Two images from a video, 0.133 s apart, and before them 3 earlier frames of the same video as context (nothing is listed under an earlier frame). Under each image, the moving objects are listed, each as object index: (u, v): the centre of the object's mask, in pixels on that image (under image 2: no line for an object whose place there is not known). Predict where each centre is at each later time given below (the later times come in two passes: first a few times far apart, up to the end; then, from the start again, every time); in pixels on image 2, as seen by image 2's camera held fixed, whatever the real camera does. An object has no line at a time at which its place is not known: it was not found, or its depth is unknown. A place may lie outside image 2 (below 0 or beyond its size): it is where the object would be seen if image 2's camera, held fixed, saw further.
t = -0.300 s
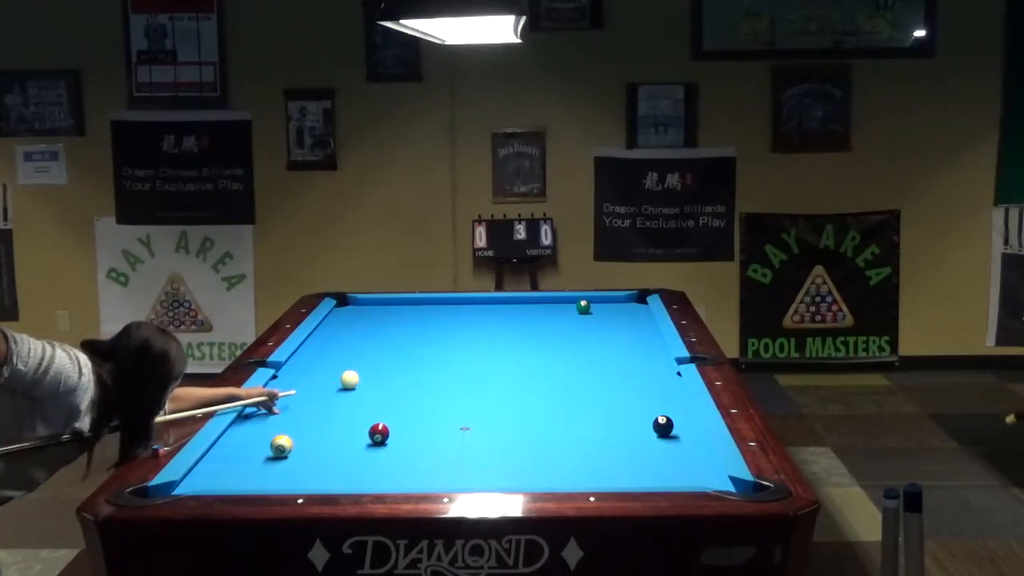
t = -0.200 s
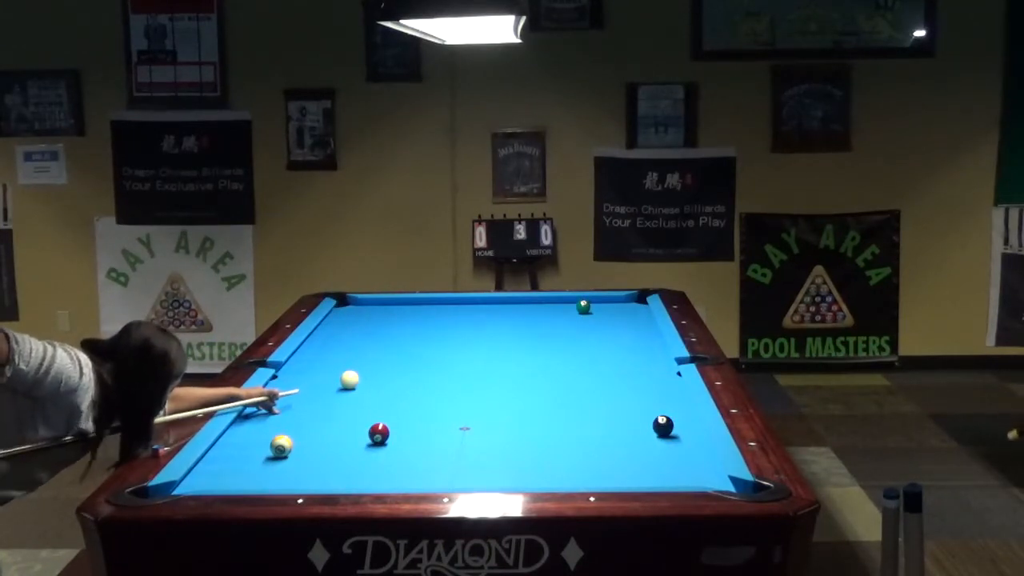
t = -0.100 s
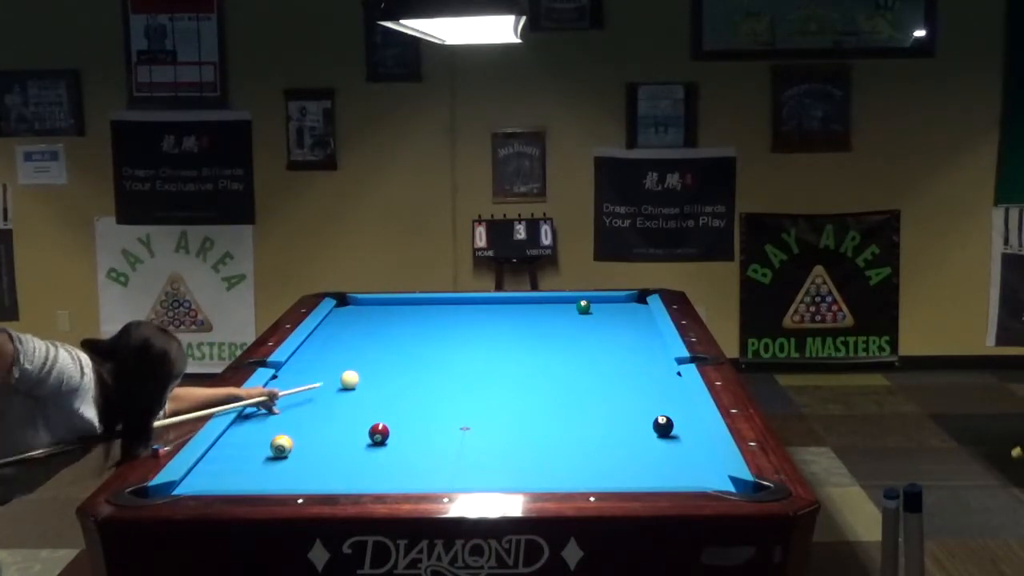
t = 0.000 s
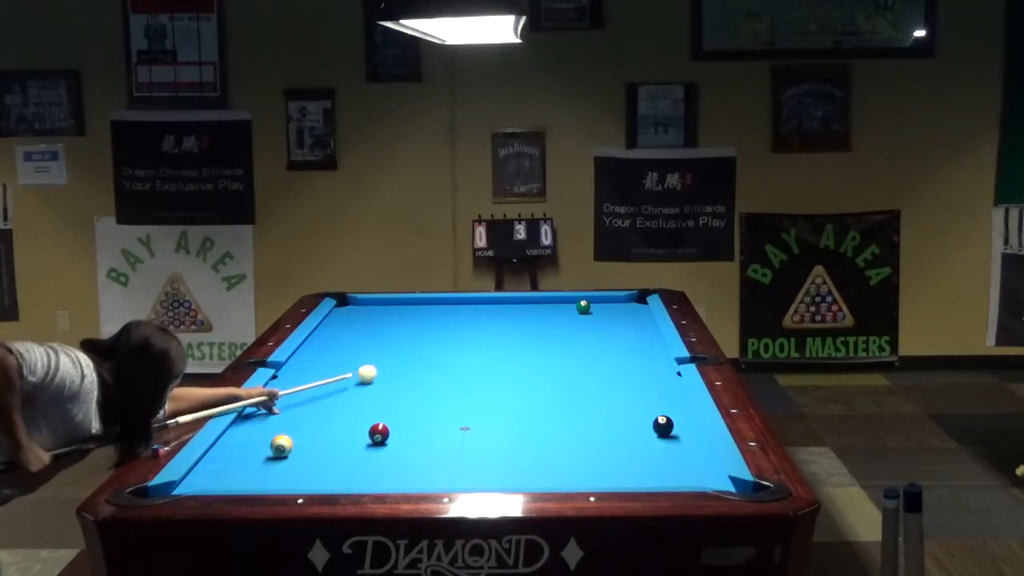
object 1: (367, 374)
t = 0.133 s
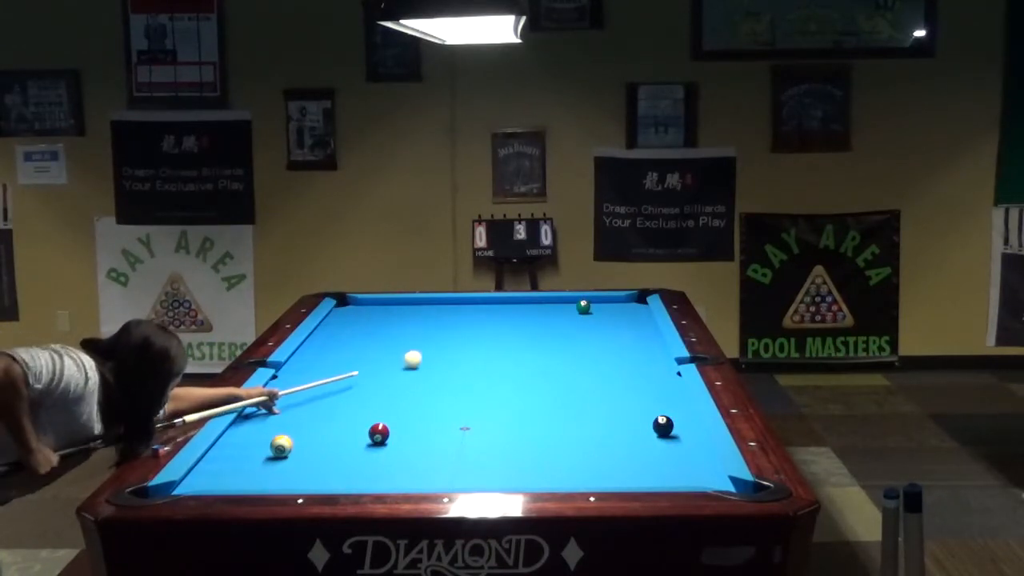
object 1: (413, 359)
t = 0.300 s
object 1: (463, 343)
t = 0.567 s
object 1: (533, 320)
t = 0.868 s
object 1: (563, 304)
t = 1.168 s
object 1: (556, 301)
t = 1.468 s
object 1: (550, 307)
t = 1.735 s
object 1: (544, 312)
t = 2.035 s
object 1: (538, 318)
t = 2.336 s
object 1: (532, 324)
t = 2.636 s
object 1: (525, 331)
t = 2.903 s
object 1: (520, 336)
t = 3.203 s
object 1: (514, 341)
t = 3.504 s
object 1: (509, 347)
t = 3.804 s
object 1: (503, 353)
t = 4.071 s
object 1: (498, 357)
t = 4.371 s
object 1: (493, 362)
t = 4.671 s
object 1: (489, 367)
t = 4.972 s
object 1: (485, 371)
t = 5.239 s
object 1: (482, 375)
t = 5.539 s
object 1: (479, 378)
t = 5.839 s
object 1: (476, 381)
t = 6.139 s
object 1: (474, 384)
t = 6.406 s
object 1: (471, 386)
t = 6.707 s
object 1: (469, 387)
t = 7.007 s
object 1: (468, 389)
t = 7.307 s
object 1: (468, 389)
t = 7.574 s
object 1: (468, 389)
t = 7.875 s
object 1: (468, 389)
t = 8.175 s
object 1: (468, 389)
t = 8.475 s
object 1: (468, 389)
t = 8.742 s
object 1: (468, 389)
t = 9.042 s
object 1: (468, 389)
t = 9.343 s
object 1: (468, 389)
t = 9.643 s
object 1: (468, 389)
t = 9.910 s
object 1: (468, 389)
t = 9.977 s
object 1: (468, 389)
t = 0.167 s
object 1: (423, 355)
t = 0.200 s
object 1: (433, 352)
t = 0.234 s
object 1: (444, 349)
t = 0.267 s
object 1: (453, 346)
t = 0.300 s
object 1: (463, 343)
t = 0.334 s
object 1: (473, 340)
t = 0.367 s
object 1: (482, 337)
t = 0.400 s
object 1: (491, 334)
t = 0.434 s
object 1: (500, 331)
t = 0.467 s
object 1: (509, 328)
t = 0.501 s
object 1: (517, 326)
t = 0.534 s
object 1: (525, 323)
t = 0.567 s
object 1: (533, 320)
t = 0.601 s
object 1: (541, 318)
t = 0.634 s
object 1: (549, 315)
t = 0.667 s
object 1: (557, 313)
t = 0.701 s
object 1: (564, 310)
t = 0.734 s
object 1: (570, 308)
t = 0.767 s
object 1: (568, 307)
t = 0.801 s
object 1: (566, 307)
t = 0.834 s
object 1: (564, 305)
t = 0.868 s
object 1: (563, 304)
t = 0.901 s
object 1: (562, 303)
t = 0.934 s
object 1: (561, 302)
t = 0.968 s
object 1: (561, 301)
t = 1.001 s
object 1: (560, 300)
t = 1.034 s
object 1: (559, 299)
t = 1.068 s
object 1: (559, 298)
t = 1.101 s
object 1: (558, 299)
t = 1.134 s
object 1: (557, 300)
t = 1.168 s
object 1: (556, 301)
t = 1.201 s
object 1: (556, 301)
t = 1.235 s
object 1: (555, 302)
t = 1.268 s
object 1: (555, 303)
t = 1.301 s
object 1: (554, 303)
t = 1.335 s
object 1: (553, 304)
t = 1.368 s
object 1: (552, 305)
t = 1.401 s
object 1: (552, 305)
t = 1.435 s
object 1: (551, 306)
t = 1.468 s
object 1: (550, 307)
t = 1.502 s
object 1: (549, 308)
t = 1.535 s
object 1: (548, 308)
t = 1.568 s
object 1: (548, 309)
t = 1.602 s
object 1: (547, 309)
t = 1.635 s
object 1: (546, 310)
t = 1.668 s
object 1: (545, 311)
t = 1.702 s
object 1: (545, 312)
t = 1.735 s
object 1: (544, 312)
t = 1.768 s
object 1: (543, 313)
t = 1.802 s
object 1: (543, 314)
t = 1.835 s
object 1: (542, 315)
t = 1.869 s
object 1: (541, 315)
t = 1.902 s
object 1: (541, 316)
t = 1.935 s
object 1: (540, 316)
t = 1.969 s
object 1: (539, 317)
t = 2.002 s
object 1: (538, 318)
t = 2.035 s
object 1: (538, 318)
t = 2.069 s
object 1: (537, 319)
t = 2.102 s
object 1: (536, 320)
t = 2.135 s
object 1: (536, 320)
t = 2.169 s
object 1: (535, 321)
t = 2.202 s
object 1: (534, 322)
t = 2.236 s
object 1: (533, 323)
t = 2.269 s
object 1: (533, 323)
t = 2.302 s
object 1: (532, 324)
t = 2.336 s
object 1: (532, 324)
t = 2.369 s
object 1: (531, 325)
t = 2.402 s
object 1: (530, 326)
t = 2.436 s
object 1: (529, 327)
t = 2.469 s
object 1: (529, 327)
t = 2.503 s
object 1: (528, 328)
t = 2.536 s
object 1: (527, 329)
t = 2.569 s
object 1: (526, 329)
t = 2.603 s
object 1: (526, 330)
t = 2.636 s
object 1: (525, 331)
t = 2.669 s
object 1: (525, 331)
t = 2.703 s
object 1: (524, 332)
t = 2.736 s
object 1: (523, 333)
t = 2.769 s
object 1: (523, 333)
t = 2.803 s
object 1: (522, 334)
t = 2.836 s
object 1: (521, 335)
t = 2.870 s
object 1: (520, 335)
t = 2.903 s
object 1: (520, 336)
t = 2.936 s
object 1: (519, 336)
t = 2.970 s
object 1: (519, 337)
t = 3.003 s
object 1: (518, 338)
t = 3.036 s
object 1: (517, 338)
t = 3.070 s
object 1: (517, 339)
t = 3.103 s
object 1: (516, 340)
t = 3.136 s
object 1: (515, 340)
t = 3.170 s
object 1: (515, 341)
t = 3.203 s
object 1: (514, 341)
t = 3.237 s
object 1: (513, 342)
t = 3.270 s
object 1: (513, 343)
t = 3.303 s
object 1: (512, 344)
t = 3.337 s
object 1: (511, 344)
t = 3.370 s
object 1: (511, 345)
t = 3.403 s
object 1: (510, 345)
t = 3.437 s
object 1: (510, 346)
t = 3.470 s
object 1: (509, 346)
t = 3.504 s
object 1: (509, 347)
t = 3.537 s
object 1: (508, 348)
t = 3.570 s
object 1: (507, 349)
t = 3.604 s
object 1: (507, 349)
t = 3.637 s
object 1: (506, 350)
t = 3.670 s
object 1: (505, 350)
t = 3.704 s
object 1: (505, 351)
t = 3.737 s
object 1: (504, 351)
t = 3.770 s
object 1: (504, 352)
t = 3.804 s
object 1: (503, 353)
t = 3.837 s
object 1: (502, 353)
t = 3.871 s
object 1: (502, 354)
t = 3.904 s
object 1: (501, 355)
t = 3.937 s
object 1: (501, 355)
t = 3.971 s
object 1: (500, 356)
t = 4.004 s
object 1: (500, 356)
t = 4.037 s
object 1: (499, 357)
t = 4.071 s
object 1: (498, 357)
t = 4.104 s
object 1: (498, 358)
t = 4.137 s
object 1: (497, 358)
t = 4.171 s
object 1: (497, 359)
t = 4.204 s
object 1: (496, 360)
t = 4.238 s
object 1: (496, 360)
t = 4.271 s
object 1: (495, 361)
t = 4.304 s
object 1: (494, 361)
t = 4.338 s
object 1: (494, 362)
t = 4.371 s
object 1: (493, 362)
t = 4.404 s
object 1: (493, 363)
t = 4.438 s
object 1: (492, 364)
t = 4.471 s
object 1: (492, 364)
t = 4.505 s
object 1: (491, 364)
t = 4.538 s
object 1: (491, 365)
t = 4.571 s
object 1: (490, 365)
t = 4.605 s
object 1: (490, 366)
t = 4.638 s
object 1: (490, 367)
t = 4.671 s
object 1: (489, 367)
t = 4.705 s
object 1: (488, 368)
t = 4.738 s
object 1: (488, 368)
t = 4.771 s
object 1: (488, 369)
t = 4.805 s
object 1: (487, 369)
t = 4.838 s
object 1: (487, 369)
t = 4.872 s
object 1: (486, 370)
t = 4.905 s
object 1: (486, 370)
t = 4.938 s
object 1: (485, 371)
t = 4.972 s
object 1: (485, 371)
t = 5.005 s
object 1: (484, 372)
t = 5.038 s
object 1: (484, 372)
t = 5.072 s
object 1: (484, 372)
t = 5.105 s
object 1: (483, 373)
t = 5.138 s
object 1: (483, 373)
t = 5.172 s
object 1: (483, 374)
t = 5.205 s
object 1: (482, 374)
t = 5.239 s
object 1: (482, 375)
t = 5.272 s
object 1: (482, 375)
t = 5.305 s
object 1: (481, 375)
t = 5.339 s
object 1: (481, 376)
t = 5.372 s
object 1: (480, 376)
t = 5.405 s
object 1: (480, 377)
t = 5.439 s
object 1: (480, 377)
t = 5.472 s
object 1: (479, 377)
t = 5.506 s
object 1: (479, 378)
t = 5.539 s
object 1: (479, 378)
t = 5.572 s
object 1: (479, 379)
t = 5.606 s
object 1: (478, 379)
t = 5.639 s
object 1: (478, 379)
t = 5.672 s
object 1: (477, 380)
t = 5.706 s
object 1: (477, 380)
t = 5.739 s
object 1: (477, 380)
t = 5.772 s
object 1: (477, 380)
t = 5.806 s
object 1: (476, 381)
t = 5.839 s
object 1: (476, 381)
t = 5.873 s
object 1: (476, 381)
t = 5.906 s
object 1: (475, 382)
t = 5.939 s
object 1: (475, 382)
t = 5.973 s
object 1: (475, 382)
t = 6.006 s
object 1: (475, 383)
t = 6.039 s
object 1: (474, 383)
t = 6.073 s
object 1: (474, 383)
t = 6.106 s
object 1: (474, 383)
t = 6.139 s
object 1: (474, 384)
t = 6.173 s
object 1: (473, 384)
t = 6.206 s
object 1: (473, 384)
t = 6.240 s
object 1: (473, 385)
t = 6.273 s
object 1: (473, 385)
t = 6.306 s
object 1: (472, 385)
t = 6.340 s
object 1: (472, 385)
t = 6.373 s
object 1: (472, 385)
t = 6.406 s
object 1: (471, 386)
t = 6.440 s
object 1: (471, 386)
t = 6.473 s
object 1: (471, 386)
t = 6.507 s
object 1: (470, 386)
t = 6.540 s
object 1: (470, 386)
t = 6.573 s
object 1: (470, 387)
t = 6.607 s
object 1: (470, 387)
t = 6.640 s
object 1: (470, 387)
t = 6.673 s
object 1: (470, 387)
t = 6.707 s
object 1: (469, 387)
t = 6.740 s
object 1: (469, 387)
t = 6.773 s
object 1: (469, 388)
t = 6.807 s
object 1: (469, 388)
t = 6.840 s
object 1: (468, 388)
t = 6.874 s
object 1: (469, 388)
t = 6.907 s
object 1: (468, 388)
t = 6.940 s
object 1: (468, 388)
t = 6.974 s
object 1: (468, 388)
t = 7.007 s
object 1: (468, 389)
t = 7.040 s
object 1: (468, 388)
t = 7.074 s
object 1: (468, 389)
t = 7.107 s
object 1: (468, 389)
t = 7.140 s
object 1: (468, 389)
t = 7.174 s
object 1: (468, 389)
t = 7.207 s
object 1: (468, 389)
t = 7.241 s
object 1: (468, 389)
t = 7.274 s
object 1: (468, 389)
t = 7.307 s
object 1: (468, 389)
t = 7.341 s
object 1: (468, 389)
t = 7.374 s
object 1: (468, 389)
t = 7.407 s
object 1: (468, 389)
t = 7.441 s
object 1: (468, 389)
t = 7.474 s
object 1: (468, 389)
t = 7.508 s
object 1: (468, 389)
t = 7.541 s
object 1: (468, 389)
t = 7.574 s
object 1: (468, 389)
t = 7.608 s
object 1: (468, 389)
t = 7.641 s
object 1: (468, 389)
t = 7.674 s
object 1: (468, 389)
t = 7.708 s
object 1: (468, 389)
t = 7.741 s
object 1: (468, 389)
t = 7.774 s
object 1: (468, 389)
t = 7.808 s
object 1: (468, 389)
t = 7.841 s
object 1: (467, 389)
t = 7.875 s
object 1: (468, 389)
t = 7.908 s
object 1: (468, 389)
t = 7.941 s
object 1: (468, 389)
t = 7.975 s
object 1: (467, 389)
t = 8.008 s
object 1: (468, 389)
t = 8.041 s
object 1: (468, 389)
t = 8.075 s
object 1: (467, 389)
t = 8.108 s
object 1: (467, 389)
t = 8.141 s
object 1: (467, 389)
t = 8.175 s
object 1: (468, 389)
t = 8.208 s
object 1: (468, 389)
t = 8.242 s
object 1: (468, 389)
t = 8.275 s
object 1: (468, 389)
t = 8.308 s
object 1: (468, 389)
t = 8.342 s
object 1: (468, 389)
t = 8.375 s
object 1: (468, 389)
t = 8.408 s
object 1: (468, 389)
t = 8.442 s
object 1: (468, 389)
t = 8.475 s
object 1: (468, 389)
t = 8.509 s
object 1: (467, 389)
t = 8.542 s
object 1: (468, 389)
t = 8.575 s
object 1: (468, 389)
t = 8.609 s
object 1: (467, 389)
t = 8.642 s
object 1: (467, 389)
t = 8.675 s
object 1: (468, 389)
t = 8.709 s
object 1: (467, 389)
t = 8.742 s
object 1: (468, 389)
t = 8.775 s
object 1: (468, 389)
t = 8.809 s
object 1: (468, 389)
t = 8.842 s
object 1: (468, 389)
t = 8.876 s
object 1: (468, 389)
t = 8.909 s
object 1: (468, 389)
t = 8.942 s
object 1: (467, 389)
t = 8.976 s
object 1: (468, 389)
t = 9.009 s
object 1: (468, 389)
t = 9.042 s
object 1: (468, 389)
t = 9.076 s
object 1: (468, 389)
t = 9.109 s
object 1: (468, 389)
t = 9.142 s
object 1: (468, 389)
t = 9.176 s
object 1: (468, 389)
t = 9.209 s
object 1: (468, 389)
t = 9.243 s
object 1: (468, 389)
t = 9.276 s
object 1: (468, 389)
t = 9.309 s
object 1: (468, 389)
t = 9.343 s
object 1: (468, 389)
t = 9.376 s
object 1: (468, 389)
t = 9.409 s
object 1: (468, 389)
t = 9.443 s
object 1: (468, 389)
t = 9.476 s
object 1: (468, 389)
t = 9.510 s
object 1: (468, 389)
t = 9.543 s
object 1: (468, 389)
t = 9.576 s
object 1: (468, 389)
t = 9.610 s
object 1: (468, 389)
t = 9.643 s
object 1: (468, 389)
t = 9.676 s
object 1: (468, 389)
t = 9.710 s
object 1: (468, 389)
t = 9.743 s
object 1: (468, 389)
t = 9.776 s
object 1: (468, 389)
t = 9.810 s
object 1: (468, 389)
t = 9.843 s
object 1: (468, 389)
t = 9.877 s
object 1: (468, 389)
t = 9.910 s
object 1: (468, 389)
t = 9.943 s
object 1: (468, 389)
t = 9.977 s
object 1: (468, 389)
